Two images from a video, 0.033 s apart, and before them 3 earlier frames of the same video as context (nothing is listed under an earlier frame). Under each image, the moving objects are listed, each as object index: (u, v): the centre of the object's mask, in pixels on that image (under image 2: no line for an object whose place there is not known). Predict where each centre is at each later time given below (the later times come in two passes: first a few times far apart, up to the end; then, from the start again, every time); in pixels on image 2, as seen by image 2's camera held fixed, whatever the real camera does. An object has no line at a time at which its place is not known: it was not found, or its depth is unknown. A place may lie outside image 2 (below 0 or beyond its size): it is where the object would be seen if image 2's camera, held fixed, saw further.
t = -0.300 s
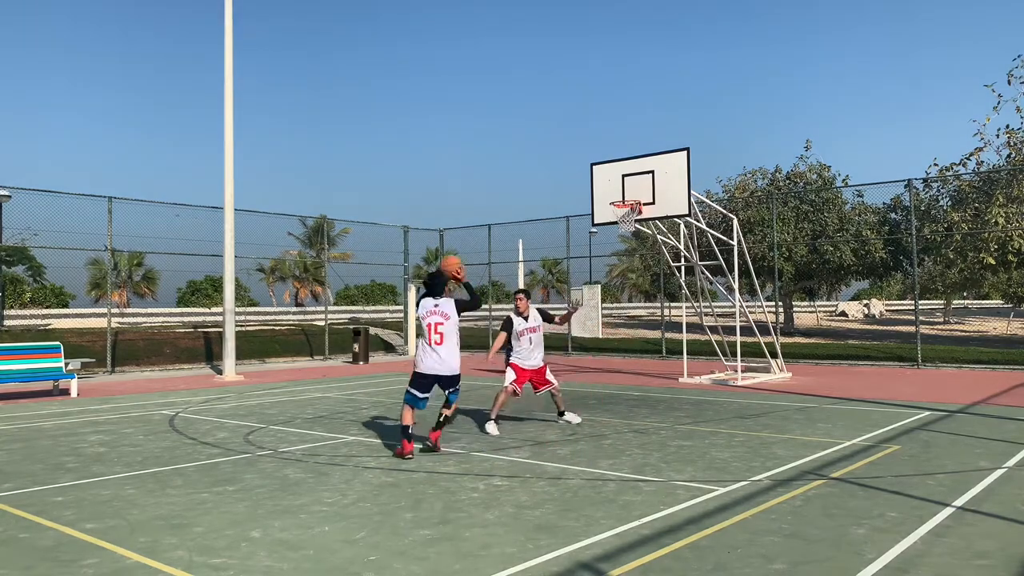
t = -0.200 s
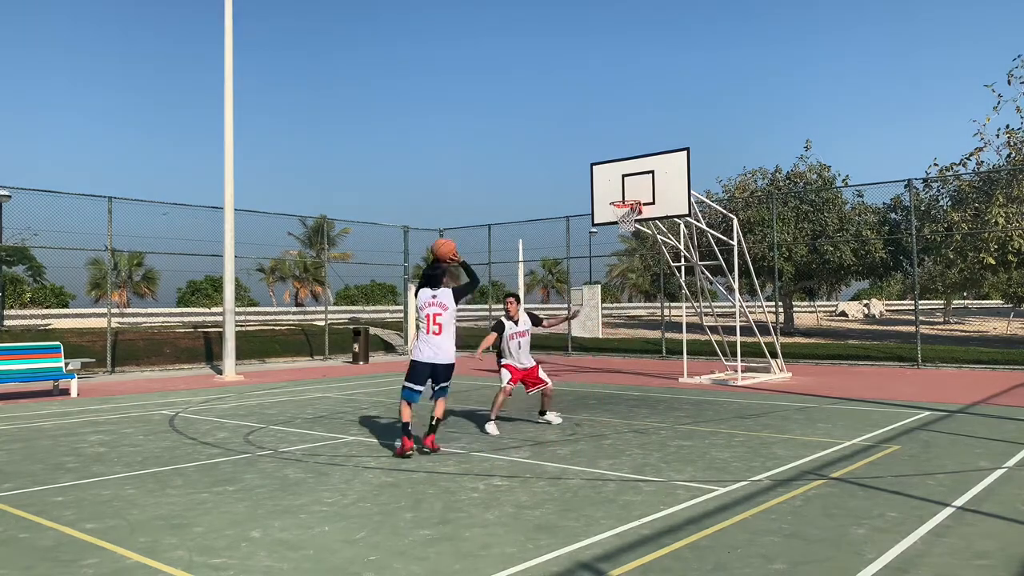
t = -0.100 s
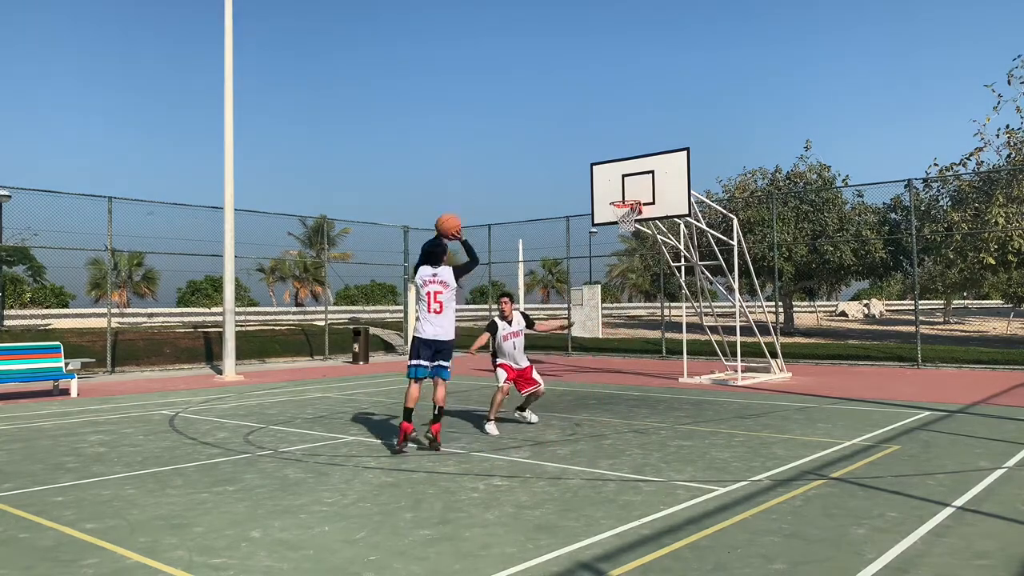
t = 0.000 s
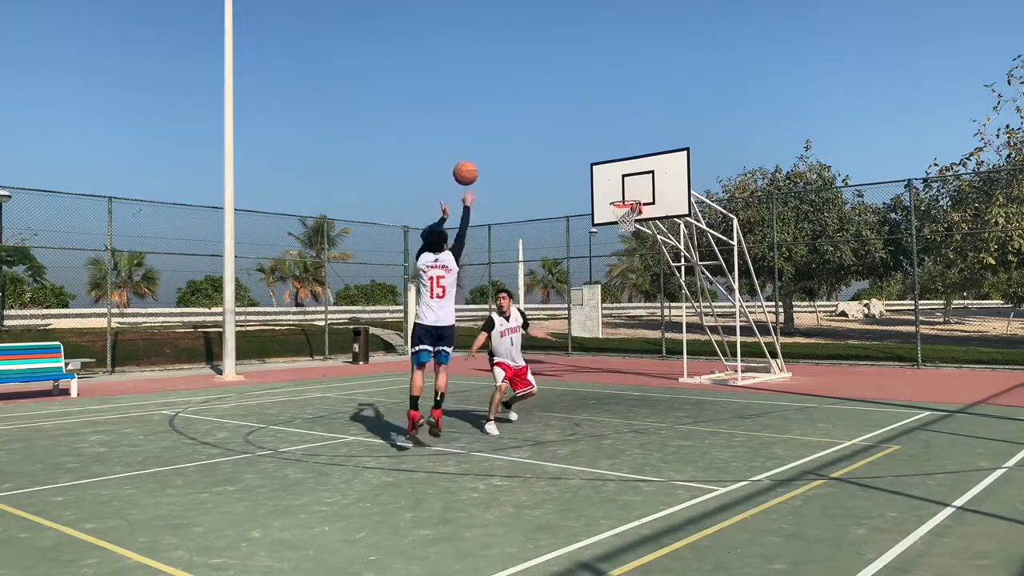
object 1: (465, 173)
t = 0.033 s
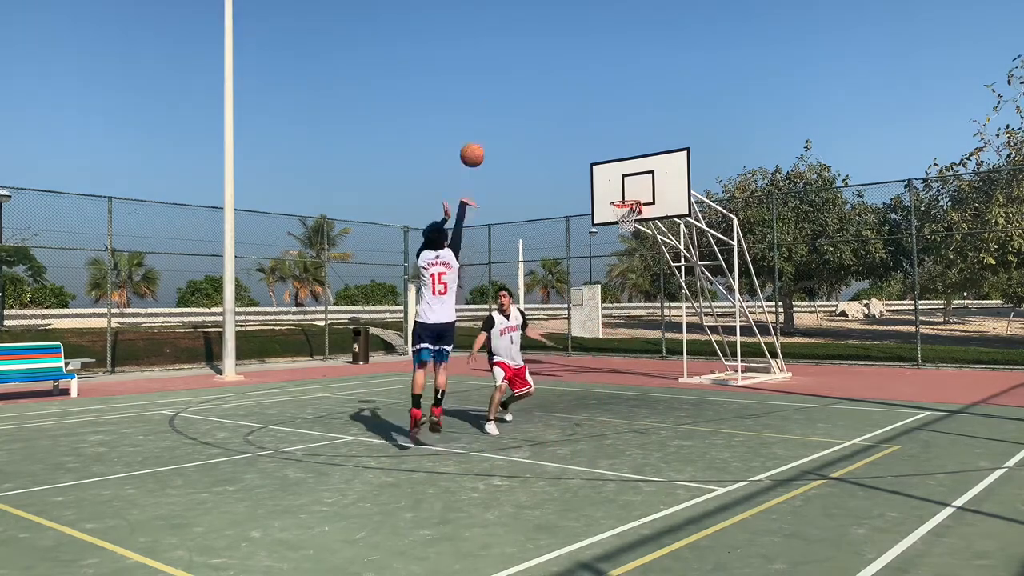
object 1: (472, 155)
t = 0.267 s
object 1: (515, 73)
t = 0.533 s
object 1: (553, 52)
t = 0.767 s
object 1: (580, 79)
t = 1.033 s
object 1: (606, 148)
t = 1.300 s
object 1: (629, 209)
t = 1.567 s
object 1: (627, 216)
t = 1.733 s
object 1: (620, 227)
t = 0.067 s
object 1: (479, 139)
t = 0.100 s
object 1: (485, 124)
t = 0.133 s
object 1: (491, 111)
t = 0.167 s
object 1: (498, 100)
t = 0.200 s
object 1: (504, 89)
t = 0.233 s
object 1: (509, 81)
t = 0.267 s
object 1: (515, 73)
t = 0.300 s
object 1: (520, 67)
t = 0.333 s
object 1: (525, 62)
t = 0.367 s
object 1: (530, 58)
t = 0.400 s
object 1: (535, 55)
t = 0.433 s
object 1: (539, 53)
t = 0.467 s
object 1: (544, 51)
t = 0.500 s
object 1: (548, 51)
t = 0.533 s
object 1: (553, 52)
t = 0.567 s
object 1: (557, 54)
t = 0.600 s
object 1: (561, 56)
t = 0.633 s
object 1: (565, 59)
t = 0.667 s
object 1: (569, 63)
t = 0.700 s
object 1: (573, 68)
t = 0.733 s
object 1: (576, 73)
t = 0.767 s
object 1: (580, 79)
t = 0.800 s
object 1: (583, 86)
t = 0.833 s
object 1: (587, 93)
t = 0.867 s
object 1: (590, 101)
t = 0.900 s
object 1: (594, 109)
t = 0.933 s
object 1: (597, 118)
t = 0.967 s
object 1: (600, 128)
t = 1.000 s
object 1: (603, 138)
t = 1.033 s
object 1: (606, 148)
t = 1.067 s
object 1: (609, 159)
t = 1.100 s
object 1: (612, 171)
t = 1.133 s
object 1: (615, 182)
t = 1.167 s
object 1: (618, 195)
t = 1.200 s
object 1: (621, 199)
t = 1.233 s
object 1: (625, 206)
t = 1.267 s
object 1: (627, 208)
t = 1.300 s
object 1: (629, 209)
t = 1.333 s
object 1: (631, 211)
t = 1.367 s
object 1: (633, 214)
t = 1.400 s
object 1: (633, 216)
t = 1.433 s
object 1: (633, 213)
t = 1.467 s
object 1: (631, 215)
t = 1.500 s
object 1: (630, 215)
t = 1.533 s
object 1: (628, 216)
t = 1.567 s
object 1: (627, 216)
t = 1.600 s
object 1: (625, 217)
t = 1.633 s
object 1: (623, 219)
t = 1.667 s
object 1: (622, 221)
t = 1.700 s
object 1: (621, 224)
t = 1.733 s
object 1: (620, 227)
